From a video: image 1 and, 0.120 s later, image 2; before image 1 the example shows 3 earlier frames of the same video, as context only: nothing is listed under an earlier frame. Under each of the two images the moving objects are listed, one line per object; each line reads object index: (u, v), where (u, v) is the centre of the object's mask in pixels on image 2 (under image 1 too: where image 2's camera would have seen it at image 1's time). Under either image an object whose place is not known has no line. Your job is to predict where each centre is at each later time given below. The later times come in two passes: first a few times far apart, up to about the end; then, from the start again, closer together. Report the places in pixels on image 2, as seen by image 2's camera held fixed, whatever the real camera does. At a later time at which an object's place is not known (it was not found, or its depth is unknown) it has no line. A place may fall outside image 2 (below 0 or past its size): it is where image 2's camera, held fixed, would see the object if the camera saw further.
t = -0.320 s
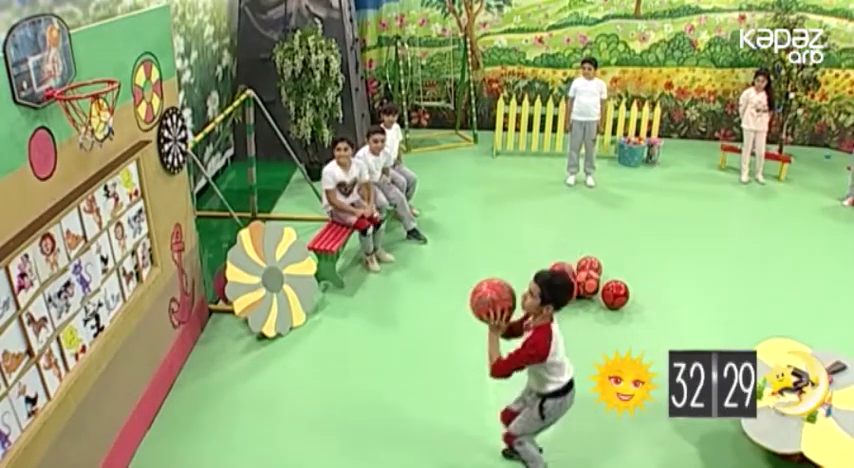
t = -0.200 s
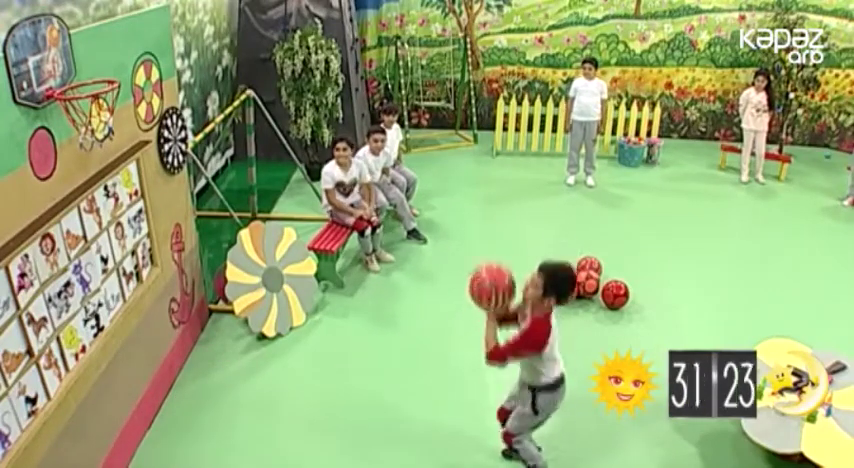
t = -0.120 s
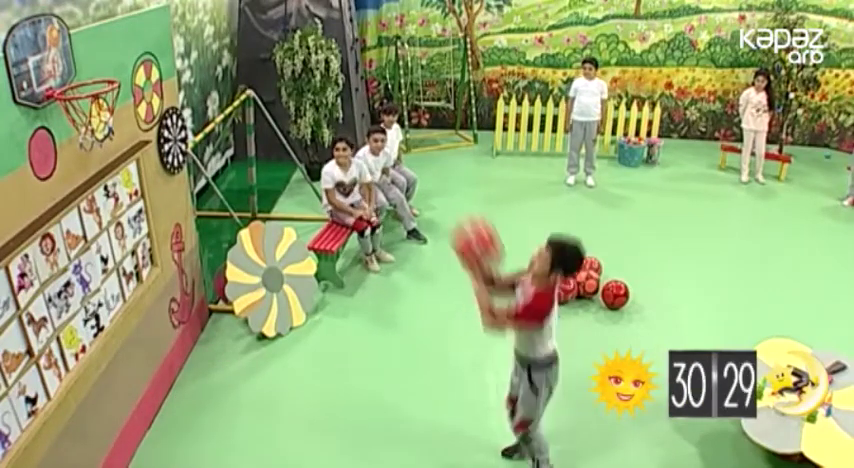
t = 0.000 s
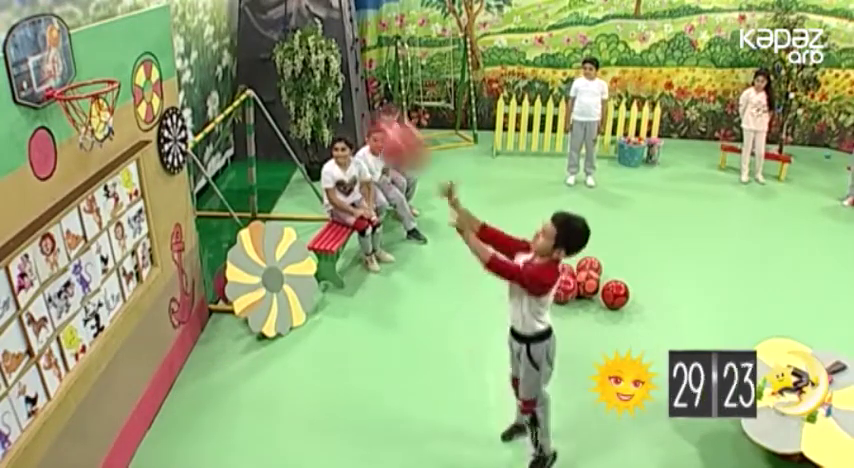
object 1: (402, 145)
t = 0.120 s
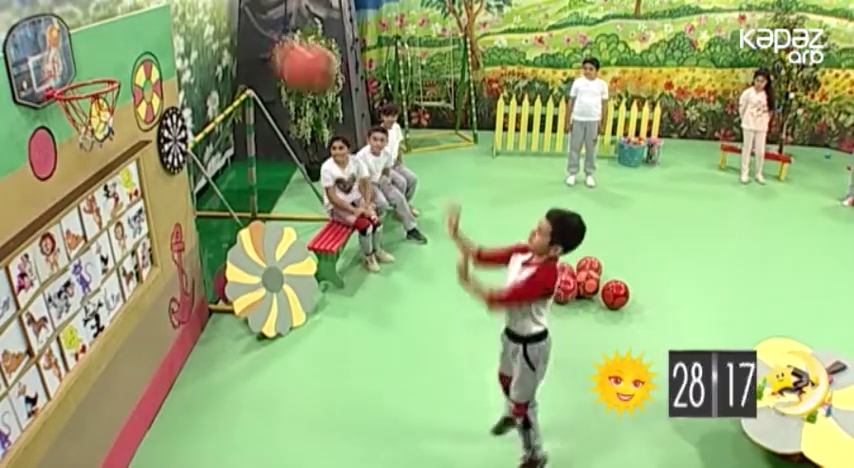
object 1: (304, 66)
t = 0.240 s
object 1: (219, 24)
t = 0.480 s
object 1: (68, 46)
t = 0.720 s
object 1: (87, 49)
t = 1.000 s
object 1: (72, 66)
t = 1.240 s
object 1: (56, 95)
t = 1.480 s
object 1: (59, 235)
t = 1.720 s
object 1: (103, 449)
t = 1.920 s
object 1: (87, 434)
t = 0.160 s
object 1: (272, 47)
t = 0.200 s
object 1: (248, 34)
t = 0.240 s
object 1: (219, 24)
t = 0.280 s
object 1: (189, 20)
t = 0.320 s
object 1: (162, 19)
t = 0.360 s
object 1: (137, 20)
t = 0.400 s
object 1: (113, 23)
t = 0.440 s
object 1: (92, 32)
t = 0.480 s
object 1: (68, 46)
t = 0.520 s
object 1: (71, 54)
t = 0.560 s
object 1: (89, 64)
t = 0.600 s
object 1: (98, 70)
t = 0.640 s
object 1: (95, 60)
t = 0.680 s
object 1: (90, 52)
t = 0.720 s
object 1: (87, 49)
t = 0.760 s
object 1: (84, 48)
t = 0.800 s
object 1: (81, 52)
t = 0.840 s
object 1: (79, 57)
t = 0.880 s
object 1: (76, 67)
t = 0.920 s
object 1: (75, 69)
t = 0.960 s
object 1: (73, 66)
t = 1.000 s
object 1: (72, 66)
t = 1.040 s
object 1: (70, 68)
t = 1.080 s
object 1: (66, 74)
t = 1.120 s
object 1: (64, 75)
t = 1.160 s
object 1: (61, 78)
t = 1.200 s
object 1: (58, 85)
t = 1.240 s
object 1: (56, 95)
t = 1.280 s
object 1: (55, 108)
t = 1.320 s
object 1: (55, 125)
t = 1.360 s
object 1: (53, 148)
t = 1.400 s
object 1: (56, 174)
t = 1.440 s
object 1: (56, 202)
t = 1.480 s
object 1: (59, 235)
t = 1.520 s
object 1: (68, 269)
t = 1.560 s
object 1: (71, 307)
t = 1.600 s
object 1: (80, 347)
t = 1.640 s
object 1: (87, 381)
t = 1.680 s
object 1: (95, 418)
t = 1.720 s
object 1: (103, 449)
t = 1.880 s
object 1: (97, 451)
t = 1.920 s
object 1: (87, 434)
